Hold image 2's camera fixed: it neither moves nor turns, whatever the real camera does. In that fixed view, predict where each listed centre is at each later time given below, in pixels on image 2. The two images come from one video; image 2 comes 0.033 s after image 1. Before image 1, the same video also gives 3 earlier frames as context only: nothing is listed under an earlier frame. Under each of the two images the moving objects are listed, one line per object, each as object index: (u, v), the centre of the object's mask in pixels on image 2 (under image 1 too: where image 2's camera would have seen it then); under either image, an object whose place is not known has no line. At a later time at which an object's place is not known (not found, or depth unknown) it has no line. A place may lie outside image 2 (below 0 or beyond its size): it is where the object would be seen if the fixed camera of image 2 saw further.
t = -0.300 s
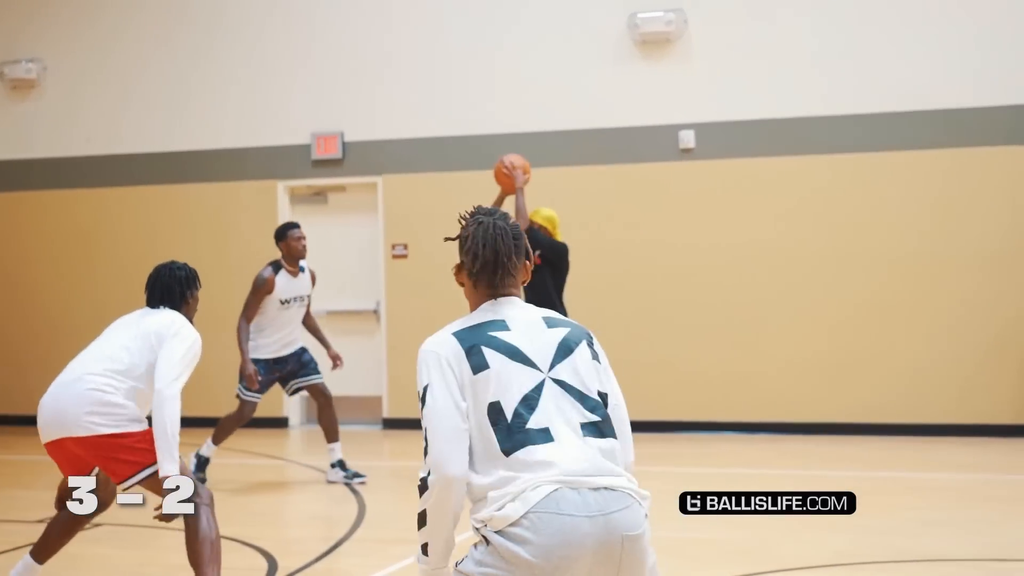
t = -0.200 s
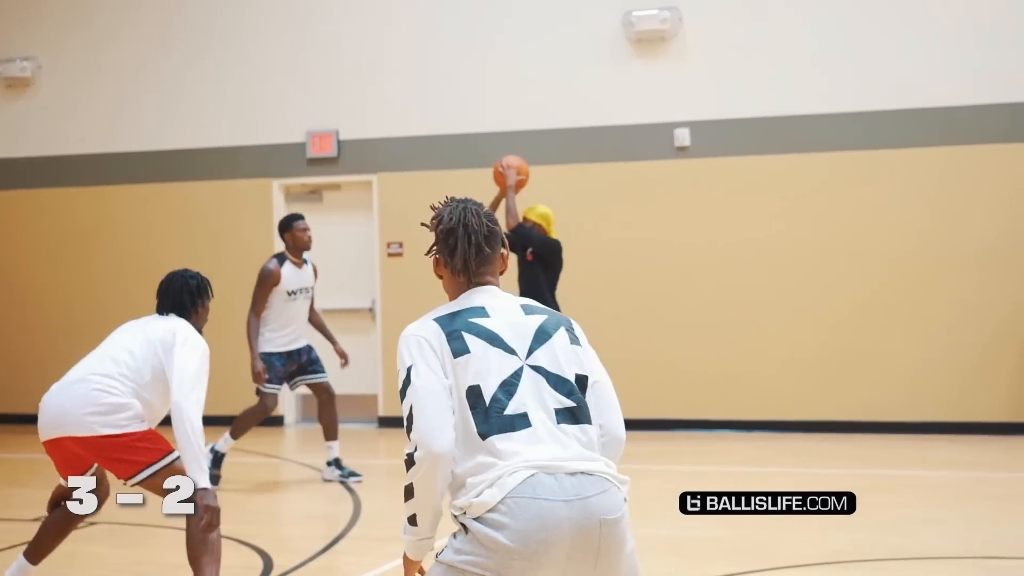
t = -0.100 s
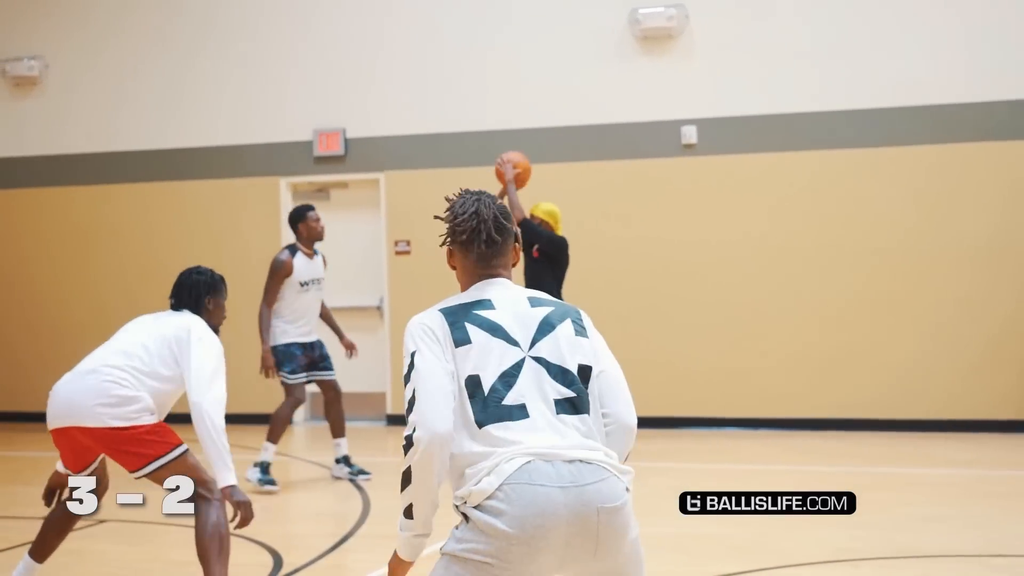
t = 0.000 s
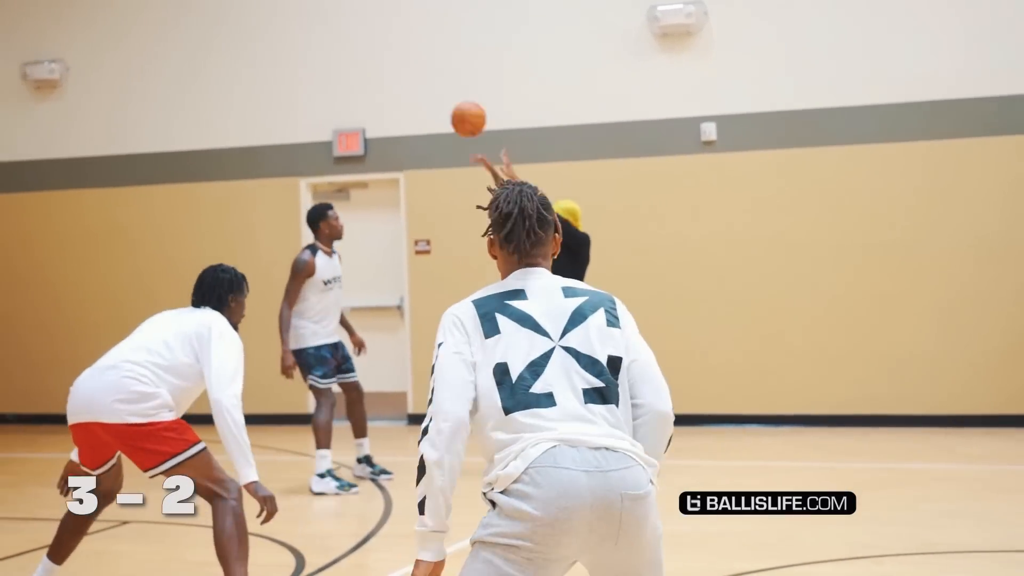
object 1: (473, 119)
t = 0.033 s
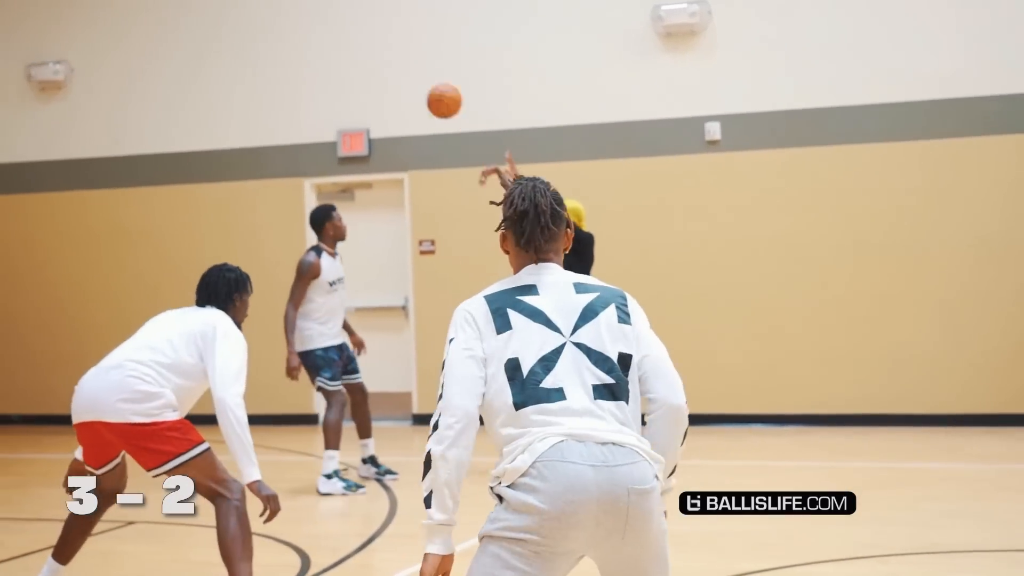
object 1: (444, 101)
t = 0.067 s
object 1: (416, 85)
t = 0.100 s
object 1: (389, 70)
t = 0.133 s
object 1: (361, 58)
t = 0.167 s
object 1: (334, 46)
